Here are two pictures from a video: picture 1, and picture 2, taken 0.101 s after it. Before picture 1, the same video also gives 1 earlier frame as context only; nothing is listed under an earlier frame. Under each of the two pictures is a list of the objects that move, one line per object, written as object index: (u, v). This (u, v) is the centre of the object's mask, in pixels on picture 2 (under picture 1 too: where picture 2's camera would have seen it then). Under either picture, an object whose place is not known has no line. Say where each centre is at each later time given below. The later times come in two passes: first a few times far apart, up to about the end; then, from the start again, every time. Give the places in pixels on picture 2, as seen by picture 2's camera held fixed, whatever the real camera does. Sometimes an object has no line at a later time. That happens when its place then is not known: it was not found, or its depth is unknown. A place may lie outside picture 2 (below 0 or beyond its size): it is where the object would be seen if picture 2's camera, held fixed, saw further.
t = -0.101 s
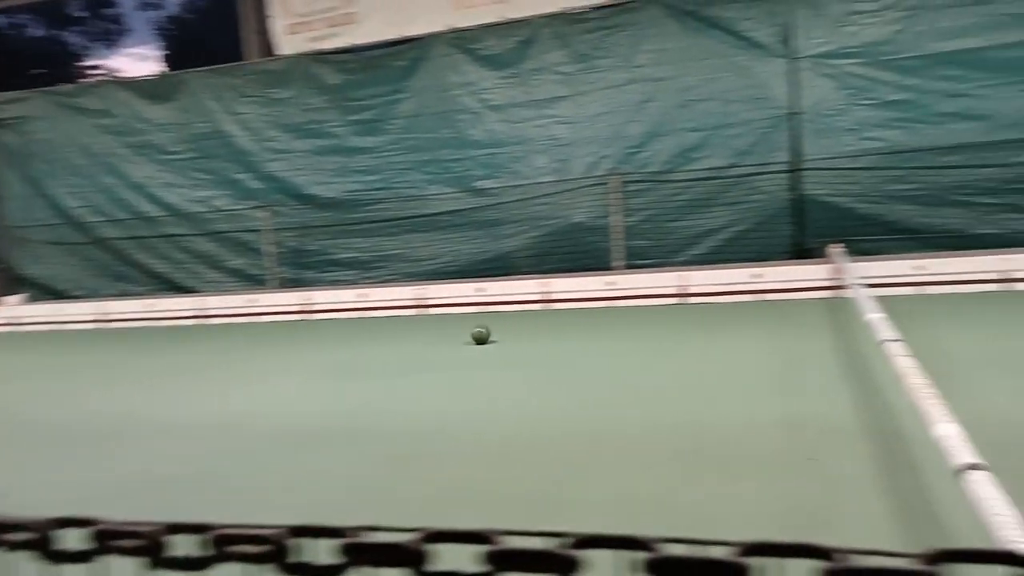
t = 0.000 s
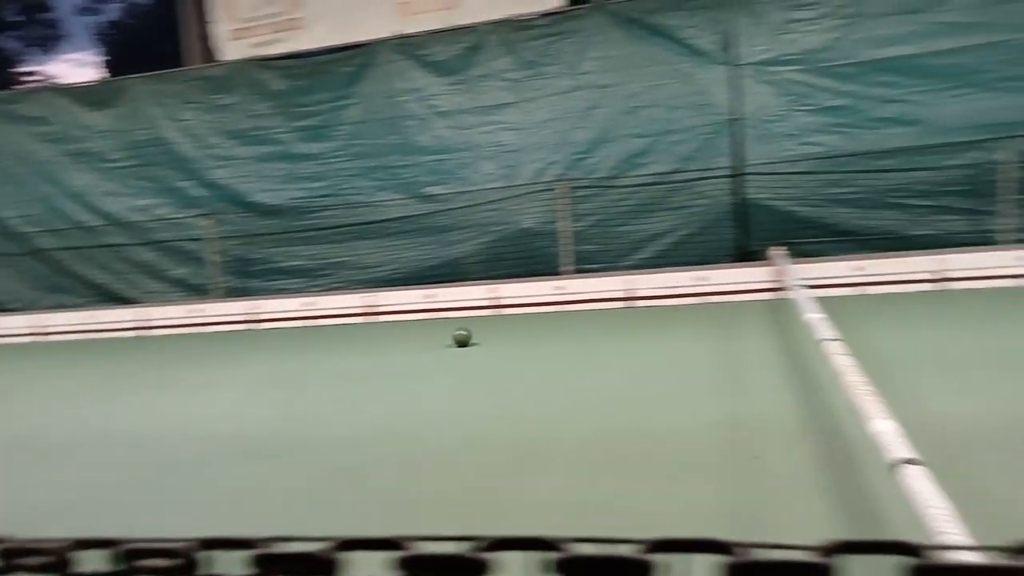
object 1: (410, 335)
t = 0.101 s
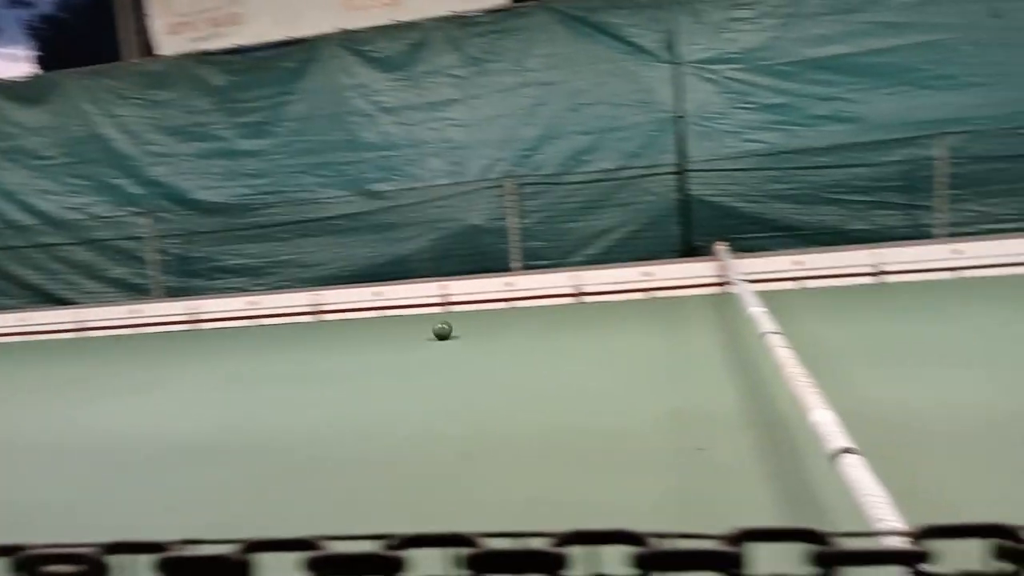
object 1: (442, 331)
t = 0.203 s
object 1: (474, 326)
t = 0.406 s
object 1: (533, 318)
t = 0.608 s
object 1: (589, 310)
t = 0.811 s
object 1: (645, 303)
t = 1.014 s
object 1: (698, 295)
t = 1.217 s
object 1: (754, 287)
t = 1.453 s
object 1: (806, 281)
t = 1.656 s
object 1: (857, 279)
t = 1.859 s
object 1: (906, 276)
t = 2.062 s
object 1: (957, 274)
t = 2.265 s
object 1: (1009, 272)
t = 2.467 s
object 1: (1062, 270)
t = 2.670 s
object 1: (1116, 267)
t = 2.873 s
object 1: (1170, 266)
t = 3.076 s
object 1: (1226, 264)
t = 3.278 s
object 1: (1283, 261)
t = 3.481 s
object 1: (1340, 259)
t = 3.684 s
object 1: (1398, 257)
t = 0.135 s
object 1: (453, 329)
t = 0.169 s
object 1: (463, 328)
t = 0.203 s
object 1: (474, 326)
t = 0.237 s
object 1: (484, 325)
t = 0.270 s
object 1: (494, 324)
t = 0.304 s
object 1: (504, 322)
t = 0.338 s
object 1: (514, 320)
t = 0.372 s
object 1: (523, 319)
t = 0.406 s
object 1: (533, 318)
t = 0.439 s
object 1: (543, 316)
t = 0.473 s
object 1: (552, 316)
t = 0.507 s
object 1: (562, 315)
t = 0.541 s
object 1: (572, 313)
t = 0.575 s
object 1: (581, 312)
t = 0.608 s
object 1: (589, 310)
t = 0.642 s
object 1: (600, 309)
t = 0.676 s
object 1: (609, 307)
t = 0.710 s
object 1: (618, 306)
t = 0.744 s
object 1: (627, 305)
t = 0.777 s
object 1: (636, 304)
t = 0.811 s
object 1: (645, 303)
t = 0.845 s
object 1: (653, 302)
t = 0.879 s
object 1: (663, 300)
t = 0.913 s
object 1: (672, 299)
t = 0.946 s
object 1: (680, 298)
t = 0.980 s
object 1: (689, 297)
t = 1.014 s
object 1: (698, 295)
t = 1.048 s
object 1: (707, 294)
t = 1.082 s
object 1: (716, 293)
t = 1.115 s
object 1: (724, 292)
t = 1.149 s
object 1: (728, 292)
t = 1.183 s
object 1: (732, 293)
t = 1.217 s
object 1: (754, 287)
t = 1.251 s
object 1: (758, 287)
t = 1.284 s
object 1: (766, 286)
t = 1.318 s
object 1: (774, 285)
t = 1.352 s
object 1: (782, 284)
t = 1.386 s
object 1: (791, 283)
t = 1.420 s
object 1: (798, 282)
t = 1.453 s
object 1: (806, 281)
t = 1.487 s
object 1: (814, 281)
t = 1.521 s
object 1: (823, 280)
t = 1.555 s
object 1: (832, 280)
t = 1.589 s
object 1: (840, 280)
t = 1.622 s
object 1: (848, 279)
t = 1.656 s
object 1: (857, 279)
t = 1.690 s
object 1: (865, 279)
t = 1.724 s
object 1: (874, 277)
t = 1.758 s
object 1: (882, 278)
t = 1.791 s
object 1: (891, 277)
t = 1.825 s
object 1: (899, 277)
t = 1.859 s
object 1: (906, 276)
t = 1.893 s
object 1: (915, 276)
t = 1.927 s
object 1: (923, 276)
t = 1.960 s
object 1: (932, 275)
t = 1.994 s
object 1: (941, 275)
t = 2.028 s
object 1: (949, 275)
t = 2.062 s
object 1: (957, 274)
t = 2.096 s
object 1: (966, 274)
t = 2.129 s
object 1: (975, 274)
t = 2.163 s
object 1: (983, 273)
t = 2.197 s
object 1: (992, 273)
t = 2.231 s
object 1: (1000, 273)
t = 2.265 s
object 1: (1009, 272)
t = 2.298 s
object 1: (1018, 272)
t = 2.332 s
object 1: (1026, 272)
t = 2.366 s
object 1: (1035, 271)
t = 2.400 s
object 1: (1044, 270)
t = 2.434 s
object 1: (1053, 270)
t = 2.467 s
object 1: (1062, 270)
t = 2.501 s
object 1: (1071, 270)
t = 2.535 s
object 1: (1080, 269)
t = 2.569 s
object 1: (1089, 269)
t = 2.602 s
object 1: (1098, 268)
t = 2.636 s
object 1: (1106, 268)
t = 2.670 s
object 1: (1116, 267)
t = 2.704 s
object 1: (1124, 268)
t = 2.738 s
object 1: (1133, 267)
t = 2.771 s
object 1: (1142, 267)
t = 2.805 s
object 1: (1151, 266)
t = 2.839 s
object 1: (1161, 266)
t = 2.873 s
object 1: (1170, 266)
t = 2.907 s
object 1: (1180, 265)
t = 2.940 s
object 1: (1189, 265)
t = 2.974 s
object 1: (1197, 265)
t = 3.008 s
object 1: (1207, 265)
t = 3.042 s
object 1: (1216, 264)
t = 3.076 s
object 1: (1226, 264)
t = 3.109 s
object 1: (1236, 263)
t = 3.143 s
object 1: (1245, 263)
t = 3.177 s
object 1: (1254, 263)
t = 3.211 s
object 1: (1264, 262)
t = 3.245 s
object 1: (1274, 262)
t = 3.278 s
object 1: (1283, 261)
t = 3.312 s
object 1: (1292, 261)
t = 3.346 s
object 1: (1301, 260)
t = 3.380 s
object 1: (1311, 260)
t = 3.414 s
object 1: (1321, 260)
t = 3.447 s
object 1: (1330, 260)
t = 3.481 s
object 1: (1340, 259)
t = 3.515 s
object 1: (1350, 259)
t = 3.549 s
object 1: (1360, 258)
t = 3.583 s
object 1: (1369, 258)
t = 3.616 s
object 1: (1378, 258)
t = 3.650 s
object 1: (1389, 257)
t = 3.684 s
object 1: (1398, 257)
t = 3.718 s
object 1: (1407, 257)
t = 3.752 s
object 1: (1416, 256)
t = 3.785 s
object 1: (1426, 255)
